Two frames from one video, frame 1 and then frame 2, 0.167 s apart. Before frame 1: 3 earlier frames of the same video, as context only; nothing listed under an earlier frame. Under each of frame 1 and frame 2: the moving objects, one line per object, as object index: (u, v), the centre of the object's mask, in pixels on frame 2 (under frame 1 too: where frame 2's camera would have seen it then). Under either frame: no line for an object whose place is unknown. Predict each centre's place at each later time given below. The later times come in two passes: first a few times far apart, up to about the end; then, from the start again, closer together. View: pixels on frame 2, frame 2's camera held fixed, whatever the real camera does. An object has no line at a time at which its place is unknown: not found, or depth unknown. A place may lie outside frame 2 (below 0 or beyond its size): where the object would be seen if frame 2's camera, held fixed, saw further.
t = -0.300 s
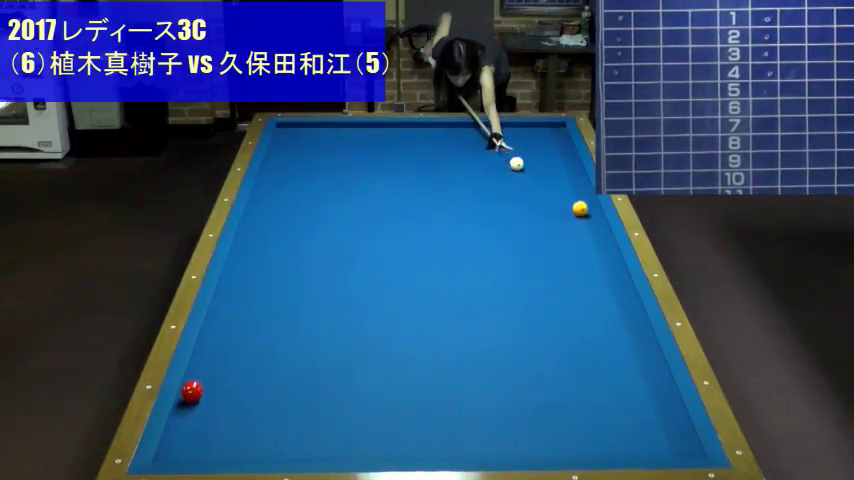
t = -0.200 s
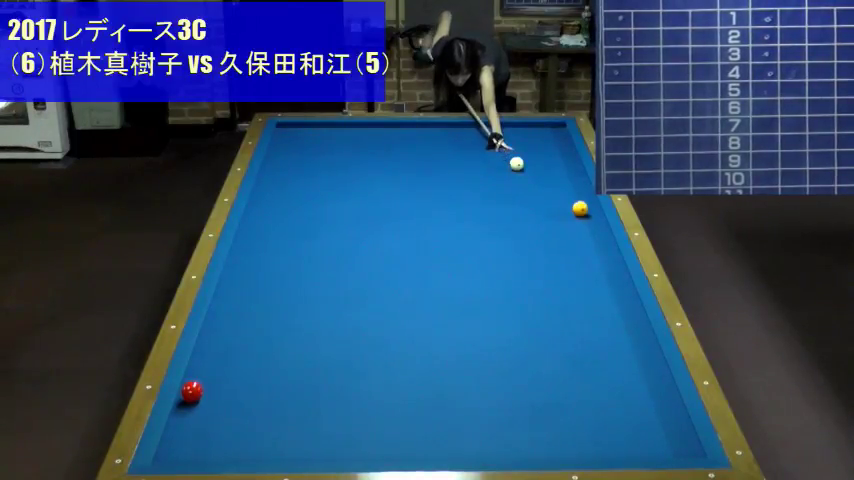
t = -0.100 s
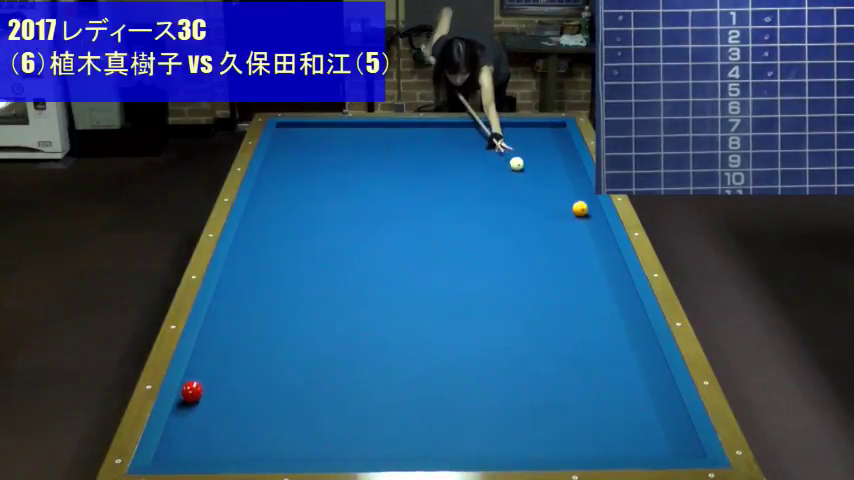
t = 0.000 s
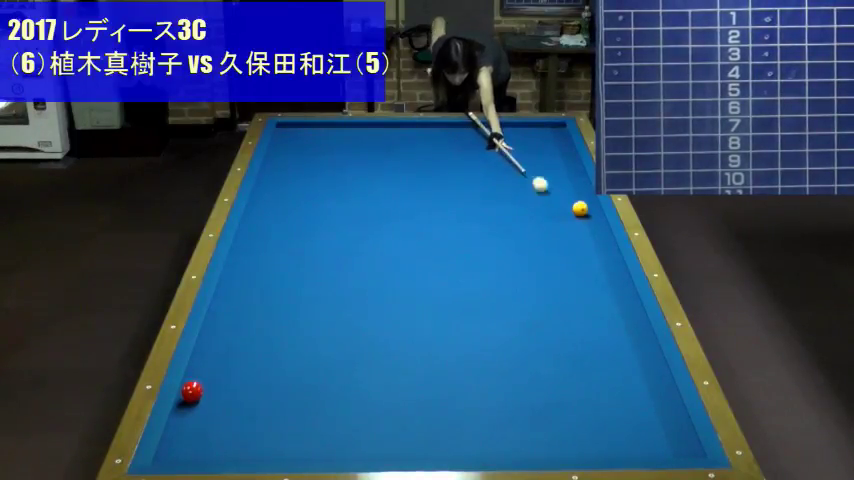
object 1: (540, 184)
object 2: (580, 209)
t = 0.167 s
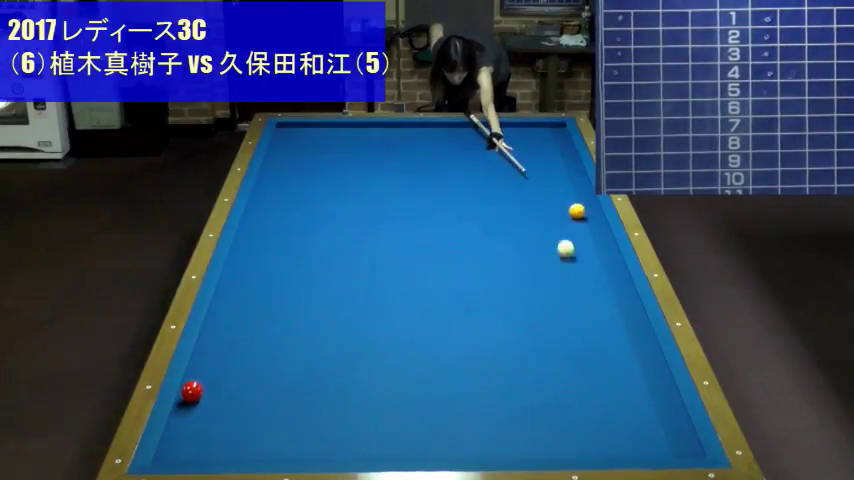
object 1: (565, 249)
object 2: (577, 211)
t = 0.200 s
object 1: (566, 263)
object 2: (568, 213)
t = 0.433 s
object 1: (568, 381)
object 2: (513, 218)
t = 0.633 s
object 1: (538, 417)
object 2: (468, 222)
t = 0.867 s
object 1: (466, 327)
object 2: (414, 227)
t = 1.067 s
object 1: (420, 275)
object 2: (368, 231)
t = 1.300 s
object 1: (378, 231)
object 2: (314, 236)
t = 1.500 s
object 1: (349, 199)
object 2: (267, 241)
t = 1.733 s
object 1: (318, 168)
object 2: (257, 244)
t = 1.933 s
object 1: (296, 144)
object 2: (282, 246)
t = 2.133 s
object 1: (286, 124)
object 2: (306, 247)
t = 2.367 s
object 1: (312, 140)
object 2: (333, 249)
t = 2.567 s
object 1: (331, 151)
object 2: (357, 251)
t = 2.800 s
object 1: (354, 163)
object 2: (384, 253)
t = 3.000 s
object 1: (375, 175)
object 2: (406, 254)
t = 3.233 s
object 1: (400, 189)
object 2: (432, 256)
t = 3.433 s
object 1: (423, 202)
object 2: (454, 258)
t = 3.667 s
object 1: (451, 218)
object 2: (479, 260)
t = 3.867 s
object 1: (476, 232)
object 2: (500, 261)
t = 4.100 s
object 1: (508, 249)
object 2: (524, 263)
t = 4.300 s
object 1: (527, 261)
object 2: (553, 268)
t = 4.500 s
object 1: (539, 270)
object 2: (587, 276)
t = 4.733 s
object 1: (553, 281)
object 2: (624, 285)
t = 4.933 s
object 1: (565, 289)
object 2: (606, 290)
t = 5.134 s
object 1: (575, 301)
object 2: (592, 295)
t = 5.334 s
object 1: (574, 314)
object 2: (591, 297)
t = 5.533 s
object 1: (574, 328)
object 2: (590, 299)
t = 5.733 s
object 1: (574, 341)
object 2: (588, 301)
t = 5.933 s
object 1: (574, 357)
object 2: (587, 302)
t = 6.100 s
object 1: (573, 368)
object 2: (586, 303)
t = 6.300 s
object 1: (573, 384)
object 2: (585, 303)
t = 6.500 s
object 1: (572, 398)
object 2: (584, 304)
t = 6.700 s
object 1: (571, 414)
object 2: (584, 305)
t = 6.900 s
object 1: (571, 431)
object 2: (584, 305)
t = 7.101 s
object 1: (570, 446)
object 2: (584, 305)
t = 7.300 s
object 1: (567, 450)
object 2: (584, 304)
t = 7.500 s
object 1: (562, 444)
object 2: (584, 304)
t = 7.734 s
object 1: (556, 435)
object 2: (584, 304)
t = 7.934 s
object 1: (553, 430)
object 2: (584, 304)
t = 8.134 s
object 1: (547, 422)
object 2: (584, 304)
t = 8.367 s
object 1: (543, 416)
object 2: (584, 304)
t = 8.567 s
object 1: (539, 410)
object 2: (584, 304)
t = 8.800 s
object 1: (535, 404)
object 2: (584, 305)
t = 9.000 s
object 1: (532, 399)
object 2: (584, 304)
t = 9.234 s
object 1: (529, 395)
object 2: (584, 305)
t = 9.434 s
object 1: (527, 391)
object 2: (584, 305)
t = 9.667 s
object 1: (524, 387)
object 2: (584, 305)
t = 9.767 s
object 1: (523, 386)
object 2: (584, 305)
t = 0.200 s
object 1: (566, 263)
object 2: (568, 213)
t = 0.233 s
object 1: (566, 278)
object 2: (560, 213)
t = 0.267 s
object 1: (566, 293)
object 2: (551, 214)
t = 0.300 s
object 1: (566, 309)
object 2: (544, 215)
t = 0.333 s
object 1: (567, 326)
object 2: (536, 216)
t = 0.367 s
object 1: (567, 344)
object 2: (529, 216)
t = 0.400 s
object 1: (568, 362)
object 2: (521, 217)
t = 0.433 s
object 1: (568, 381)
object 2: (513, 218)
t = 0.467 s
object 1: (569, 401)
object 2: (506, 218)
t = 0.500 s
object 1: (569, 422)
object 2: (498, 219)
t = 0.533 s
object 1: (570, 443)
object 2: (491, 219)
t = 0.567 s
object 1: (565, 449)
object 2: (483, 220)
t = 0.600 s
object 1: (552, 433)
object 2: (475, 221)
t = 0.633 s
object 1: (538, 417)
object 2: (468, 222)
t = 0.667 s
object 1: (526, 402)
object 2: (460, 222)
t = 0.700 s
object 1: (515, 388)
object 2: (453, 223)
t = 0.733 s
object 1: (504, 374)
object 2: (445, 224)
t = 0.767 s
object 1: (494, 361)
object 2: (437, 225)
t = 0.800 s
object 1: (484, 349)
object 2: (430, 225)
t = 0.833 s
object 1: (475, 337)
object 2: (422, 226)
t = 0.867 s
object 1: (466, 327)
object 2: (414, 227)
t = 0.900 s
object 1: (457, 317)
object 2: (407, 228)
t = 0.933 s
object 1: (449, 308)
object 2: (399, 228)
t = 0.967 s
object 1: (441, 299)
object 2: (391, 229)
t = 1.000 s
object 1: (434, 291)
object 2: (384, 230)
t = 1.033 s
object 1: (427, 283)
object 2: (376, 231)
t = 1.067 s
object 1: (420, 275)
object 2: (368, 231)
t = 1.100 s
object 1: (414, 269)
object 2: (360, 232)
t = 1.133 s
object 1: (407, 262)
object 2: (353, 233)
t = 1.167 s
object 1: (401, 256)
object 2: (345, 233)
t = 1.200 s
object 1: (395, 249)
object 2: (337, 234)
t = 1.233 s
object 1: (390, 243)
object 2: (329, 235)
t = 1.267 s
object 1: (384, 237)
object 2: (321, 236)
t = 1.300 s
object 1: (378, 231)
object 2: (314, 236)
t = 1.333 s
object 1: (373, 226)
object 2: (306, 237)
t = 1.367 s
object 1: (368, 220)
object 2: (298, 238)
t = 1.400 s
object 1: (363, 215)
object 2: (291, 238)
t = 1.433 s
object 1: (358, 209)
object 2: (283, 239)
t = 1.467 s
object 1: (353, 204)
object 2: (275, 240)
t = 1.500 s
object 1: (349, 199)
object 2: (267, 241)
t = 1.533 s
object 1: (344, 195)
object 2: (259, 241)
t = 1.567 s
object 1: (340, 190)
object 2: (252, 242)
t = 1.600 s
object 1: (335, 185)
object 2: (244, 243)
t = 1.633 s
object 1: (331, 181)
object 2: (241, 243)
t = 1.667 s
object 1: (327, 176)
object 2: (247, 244)
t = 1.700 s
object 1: (323, 172)
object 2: (252, 244)
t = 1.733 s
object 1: (318, 168)
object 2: (257, 244)
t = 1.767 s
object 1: (315, 164)
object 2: (262, 244)
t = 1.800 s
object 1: (311, 160)
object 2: (266, 245)
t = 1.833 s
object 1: (307, 155)
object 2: (270, 245)
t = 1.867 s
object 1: (303, 151)
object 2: (274, 245)
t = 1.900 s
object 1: (300, 148)
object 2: (278, 245)
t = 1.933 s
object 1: (296, 144)
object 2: (282, 246)
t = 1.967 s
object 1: (293, 140)
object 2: (286, 246)
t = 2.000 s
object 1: (290, 136)
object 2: (290, 246)
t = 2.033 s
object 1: (286, 133)
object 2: (294, 246)
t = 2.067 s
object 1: (283, 129)
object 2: (298, 247)
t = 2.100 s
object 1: (281, 126)
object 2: (302, 247)
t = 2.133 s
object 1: (286, 124)
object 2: (306, 247)
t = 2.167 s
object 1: (290, 127)
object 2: (310, 248)
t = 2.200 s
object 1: (294, 129)
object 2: (314, 248)
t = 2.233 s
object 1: (298, 132)
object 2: (318, 248)
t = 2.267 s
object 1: (301, 134)
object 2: (322, 248)
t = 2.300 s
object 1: (305, 136)
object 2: (326, 249)
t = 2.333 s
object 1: (309, 138)
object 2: (329, 249)
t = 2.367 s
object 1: (312, 140)
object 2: (333, 249)
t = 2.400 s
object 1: (315, 142)
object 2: (337, 249)
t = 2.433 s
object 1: (318, 144)
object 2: (341, 250)
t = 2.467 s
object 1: (322, 146)
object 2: (345, 250)
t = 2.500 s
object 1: (325, 147)
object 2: (349, 250)
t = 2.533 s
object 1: (328, 149)
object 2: (353, 251)
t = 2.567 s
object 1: (331, 151)
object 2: (357, 251)
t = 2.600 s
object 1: (334, 152)
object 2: (361, 251)
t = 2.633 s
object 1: (337, 154)
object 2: (365, 251)
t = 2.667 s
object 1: (341, 156)
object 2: (368, 252)
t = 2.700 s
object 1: (344, 158)
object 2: (372, 252)
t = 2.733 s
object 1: (347, 160)
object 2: (376, 252)
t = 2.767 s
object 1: (351, 162)
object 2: (380, 253)
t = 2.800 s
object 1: (354, 163)
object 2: (384, 253)
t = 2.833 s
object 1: (357, 165)
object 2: (387, 253)
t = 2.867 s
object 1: (361, 168)
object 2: (391, 253)
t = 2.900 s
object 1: (364, 169)
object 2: (395, 254)
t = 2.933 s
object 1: (368, 171)
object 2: (399, 254)
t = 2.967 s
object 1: (371, 173)
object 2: (403, 254)
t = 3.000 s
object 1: (375, 175)
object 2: (406, 254)
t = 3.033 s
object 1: (378, 177)
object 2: (410, 255)
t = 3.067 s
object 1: (382, 179)
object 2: (413, 255)
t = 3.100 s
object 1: (385, 181)
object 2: (417, 255)
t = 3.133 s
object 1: (389, 183)
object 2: (421, 256)
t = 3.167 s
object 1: (393, 185)
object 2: (425, 256)
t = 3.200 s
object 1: (396, 187)
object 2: (429, 256)
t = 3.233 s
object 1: (400, 189)
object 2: (432, 256)
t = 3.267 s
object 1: (404, 192)
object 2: (436, 257)
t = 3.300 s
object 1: (408, 194)
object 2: (440, 257)
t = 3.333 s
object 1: (411, 196)
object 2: (443, 257)
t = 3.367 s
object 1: (415, 198)
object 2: (447, 257)
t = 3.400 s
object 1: (419, 200)
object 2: (450, 258)
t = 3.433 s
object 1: (423, 202)
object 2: (454, 258)
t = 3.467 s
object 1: (427, 204)
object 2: (458, 258)
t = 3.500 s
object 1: (431, 207)
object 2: (462, 258)
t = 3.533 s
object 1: (435, 209)
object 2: (465, 259)
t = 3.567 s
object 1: (439, 211)
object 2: (468, 259)
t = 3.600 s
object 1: (443, 213)
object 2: (472, 259)
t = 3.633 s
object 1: (447, 216)
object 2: (476, 260)
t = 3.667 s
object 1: (451, 218)
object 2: (479, 260)
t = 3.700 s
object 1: (455, 220)
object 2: (483, 260)
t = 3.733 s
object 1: (459, 222)
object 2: (486, 260)
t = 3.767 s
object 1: (464, 225)
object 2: (490, 261)
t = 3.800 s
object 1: (468, 227)
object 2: (493, 261)
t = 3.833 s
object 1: (472, 230)
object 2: (497, 261)
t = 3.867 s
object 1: (476, 232)
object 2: (500, 261)
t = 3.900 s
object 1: (481, 235)
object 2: (504, 262)
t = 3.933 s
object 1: (485, 237)
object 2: (507, 262)
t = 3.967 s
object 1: (490, 240)
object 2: (511, 262)
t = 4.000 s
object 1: (494, 242)
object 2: (514, 262)
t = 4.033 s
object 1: (499, 245)
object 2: (518, 262)
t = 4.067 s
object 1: (503, 247)
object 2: (521, 263)
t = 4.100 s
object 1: (508, 249)
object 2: (524, 263)
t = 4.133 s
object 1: (512, 252)
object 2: (528, 263)
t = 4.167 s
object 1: (516, 254)
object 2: (531, 263)
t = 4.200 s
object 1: (521, 257)
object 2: (535, 264)
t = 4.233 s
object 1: (523, 258)
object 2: (541, 265)
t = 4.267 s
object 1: (525, 260)
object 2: (547, 267)
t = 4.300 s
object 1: (527, 261)
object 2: (553, 268)
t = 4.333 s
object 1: (529, 263)
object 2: (559, 269)
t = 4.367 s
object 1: (531, 264)
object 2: (564, 271)
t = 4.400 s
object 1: (533, 266)
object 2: (570, 272)
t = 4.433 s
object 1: (535, 267)
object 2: (576, 273)
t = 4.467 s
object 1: (537, 269)
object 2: (581, 274)
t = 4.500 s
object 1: (539, 270)
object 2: (587, 276)
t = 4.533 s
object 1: (541, 271)
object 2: (593, 277)
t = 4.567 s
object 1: (543, 273)
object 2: (598, 278)
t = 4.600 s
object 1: (545, 274)
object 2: (604, 280)
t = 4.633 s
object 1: (547, 276)
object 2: (610, 281)
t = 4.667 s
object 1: (549, 277)
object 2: (616, 283)
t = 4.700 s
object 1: (551, 279)
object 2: (622, 284)
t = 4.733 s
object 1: (553, 281)
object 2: (624, 285)
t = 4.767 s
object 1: (555, 282)
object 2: (620, 286)
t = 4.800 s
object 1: (558, 284)
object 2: (617, 287)
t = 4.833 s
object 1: (559, 285)
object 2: (614, 288)
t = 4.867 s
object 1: (561, 286)
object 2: (611, 289)
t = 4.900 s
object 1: (563, 288)
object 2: (609, 290)
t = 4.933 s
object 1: (565, 289)
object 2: (606, 290)
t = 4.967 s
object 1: (567, 291)
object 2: (603, 291)
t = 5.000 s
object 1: (570, 292)
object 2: (601, 292)
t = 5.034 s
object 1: (572, 294)
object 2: (598, 293)
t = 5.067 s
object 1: (575, 297)
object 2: (593, 295)
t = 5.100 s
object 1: (575, 299)
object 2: (593, 295)
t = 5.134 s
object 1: (575, 301)
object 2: (592, 295)
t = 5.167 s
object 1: (575, 303)
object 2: (592, 296)
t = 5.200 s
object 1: (575, 305)
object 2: (592, 296)
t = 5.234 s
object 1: (575, 308)
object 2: (592, 296)
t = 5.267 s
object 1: (575, 310)
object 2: (592, 297)
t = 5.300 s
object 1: (575, 311)
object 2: (591, 297)
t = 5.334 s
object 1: (574, 314)
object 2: (591, 297)
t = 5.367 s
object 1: (575, 316)
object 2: (591, 298)
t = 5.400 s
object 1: (574, 318)
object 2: (591, 298)
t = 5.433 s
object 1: (574, 322)
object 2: (590, 298)
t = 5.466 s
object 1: (574, 324)
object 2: (590, 299)
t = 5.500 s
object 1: (574, 326)
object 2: (590, 299)
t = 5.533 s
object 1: (574, 328)
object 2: (590, 299)
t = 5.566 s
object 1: (574, 331)
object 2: (589, 300)
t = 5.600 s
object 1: (574, 332)
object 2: (589, 300)
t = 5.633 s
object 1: (574, 335)
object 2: (589, 300)
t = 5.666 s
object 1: (574, 337)
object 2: (589, 300)
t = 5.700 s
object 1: (574, 339)
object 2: (589, 300)
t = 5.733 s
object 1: (574, 341)
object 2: (588, 301)
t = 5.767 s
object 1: (574, 343)
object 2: (588, 301)
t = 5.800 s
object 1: (574, 348)
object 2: (588, 301)
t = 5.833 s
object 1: (574, 350)
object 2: (588, 302)
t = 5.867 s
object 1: (574, 352)
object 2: (587, 302)
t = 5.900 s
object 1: (574, 354)
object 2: (587, 302)
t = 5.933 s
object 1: (574, 357)
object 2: (587, 302)
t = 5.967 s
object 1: (573, 359)
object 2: (587, 302)
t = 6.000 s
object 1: (573, 361)
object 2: (587, 302)
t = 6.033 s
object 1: (573, 364)
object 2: (586, 302)
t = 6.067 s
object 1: (573, 366)
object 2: (586, 302)
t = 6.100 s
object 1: (573, 368)
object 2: (586, 303)
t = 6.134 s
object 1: (573, 373)
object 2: (586, 303)
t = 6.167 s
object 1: (573, 375)
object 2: (586, 303)
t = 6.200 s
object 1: (573, 377)
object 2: (586, 303)
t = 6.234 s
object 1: (573, 379)
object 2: (586, 303)
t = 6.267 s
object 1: (573, 382)
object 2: (585, 303)
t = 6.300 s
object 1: (573, 384)
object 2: (585, 303)
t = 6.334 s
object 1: (573, 386)
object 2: (585, 304)
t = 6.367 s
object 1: (572, 388)
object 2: (585, 304)
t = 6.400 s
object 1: (572, 391)
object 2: (585, 304)
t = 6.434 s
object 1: (572, 393)
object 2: (585, 304)
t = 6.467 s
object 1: (572, 396)
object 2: (585, 304)
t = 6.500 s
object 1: (572, 398)
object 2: (584, 304)
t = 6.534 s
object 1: (572, 402)
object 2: (584, 304)
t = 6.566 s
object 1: (572, 405)
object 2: (584, 304)
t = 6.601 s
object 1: (572, 407)
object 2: (584, 304)
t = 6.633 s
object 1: (572, 409)
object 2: (584, 304)
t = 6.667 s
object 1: (571, 412)
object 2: (584, 304)
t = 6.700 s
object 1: (571, 414)
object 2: (584, 305)
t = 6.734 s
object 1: (571, 417)
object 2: (584, 305)
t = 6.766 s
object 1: (571, 419)
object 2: (584, 305)
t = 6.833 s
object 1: (571, 424)
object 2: (584, 305)
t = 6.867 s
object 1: (571, 429)
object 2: (584, 305)
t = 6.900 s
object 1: (571, 431)
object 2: (584, 305)
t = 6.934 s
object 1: (571, 434)
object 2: (584, 305)
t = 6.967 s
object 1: (571, 436)
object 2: (584, 305)
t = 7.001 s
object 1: (570, 439)
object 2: (584, 305)
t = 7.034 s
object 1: (570, 441)
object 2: (584, 305)
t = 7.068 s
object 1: (570, 444)
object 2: (584, 305)
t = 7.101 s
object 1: (570, 446)
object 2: (584, 305)
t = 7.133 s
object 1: (570, 447)
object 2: (584, 305)
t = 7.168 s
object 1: (570, 449)
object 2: (584, 304)
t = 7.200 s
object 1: (570, 451)
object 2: (584, 304)
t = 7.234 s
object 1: (570, 453)
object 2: (584, 304)
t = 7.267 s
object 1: (568, 451)
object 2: (584, 304)
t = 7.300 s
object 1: (567, 450)
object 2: (584, 304)
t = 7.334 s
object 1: (566, 449)
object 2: (584, 304)
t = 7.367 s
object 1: (565, 448)
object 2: (584, 304)
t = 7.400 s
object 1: (565, 447)
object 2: (584, 304)
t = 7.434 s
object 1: (564, 446)
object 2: (584, 304)
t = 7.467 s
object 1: (563, 445)
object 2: (584, 304)
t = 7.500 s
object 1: (562, 444)
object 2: (584, 304)
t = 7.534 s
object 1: (561, 443)
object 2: (584, 304)
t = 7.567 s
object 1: (561, 443)
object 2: (584, 304)
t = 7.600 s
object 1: (560, 441)
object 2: (584, 304)
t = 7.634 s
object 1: (559, 439)
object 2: (584, 304)
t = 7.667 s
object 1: (558, 438)
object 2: (584, 304)
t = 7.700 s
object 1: (557, 436)
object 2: (584, 304)
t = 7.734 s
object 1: (556, 435)
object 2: (584, 304)
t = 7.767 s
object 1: (555, 434)
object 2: (584, 304)
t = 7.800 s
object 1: (555, 433)
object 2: (584, 304)
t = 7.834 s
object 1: (554, 432)
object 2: (584, 304)
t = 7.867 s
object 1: (553, 431)
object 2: (584, 304)
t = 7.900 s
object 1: (553, 430)
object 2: (584, 305)
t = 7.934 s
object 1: (553, 430)
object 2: (584, 304)
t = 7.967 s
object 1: (552, 429)
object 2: (584, 305)
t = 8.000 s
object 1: (551, 427)
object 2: (584, 305)
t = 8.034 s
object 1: (549, 425)
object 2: (584, 305)
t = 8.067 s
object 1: (548, 424)
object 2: (584, 304)
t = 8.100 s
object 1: (548, 423)
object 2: (584, 304)
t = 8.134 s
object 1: (547, 422)
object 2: (584, 304)
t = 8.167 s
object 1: (546, 421)
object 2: (584, 304)
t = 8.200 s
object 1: (546, 420)
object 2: (584, 304)
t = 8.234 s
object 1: (545, 419)
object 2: (584, 304)
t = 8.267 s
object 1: (545, 418)
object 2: (584, 305)
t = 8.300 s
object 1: (544, 417)
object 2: (584, 305)
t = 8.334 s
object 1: (544, 417)
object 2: (584, 305)
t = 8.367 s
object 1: (543, 416)
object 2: (584, 304)
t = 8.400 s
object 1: (543, 415)
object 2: (584, 304)
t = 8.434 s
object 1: (542, 414)
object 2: (584, 305)
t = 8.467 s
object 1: (541, 413)
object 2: (584, 304)
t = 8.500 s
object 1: (540, 412)
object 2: (584, 304)
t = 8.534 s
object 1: (540, 411)
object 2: (584, 304)
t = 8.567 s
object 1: (539, 410)
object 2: (584, 304)
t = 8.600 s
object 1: (539, 409)
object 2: (584, 304)
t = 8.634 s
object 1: (538, 408)
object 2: (584, 304)
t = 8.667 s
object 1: (537, 407)
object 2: (584, 304)
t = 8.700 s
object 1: (537, 407)
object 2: (584, 304)
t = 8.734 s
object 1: (537, 407)
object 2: (584, 304)
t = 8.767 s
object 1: (536, 405)
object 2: (584, 304)
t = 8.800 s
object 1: (535, 404)
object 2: (584, 305)
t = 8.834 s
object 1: (535, 404)
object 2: (584, 304)
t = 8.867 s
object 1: (534, 403)
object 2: (584, 304)
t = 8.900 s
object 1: (534, 402)
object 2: (584, 304)
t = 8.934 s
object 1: (533, 401)
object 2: (584, 304)
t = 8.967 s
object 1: (532, 400)
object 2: (584, 304)
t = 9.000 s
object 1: (532, 399)
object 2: (584, 304)
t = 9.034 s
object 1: (531, 399)
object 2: (584, 305)
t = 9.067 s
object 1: (531, 398)
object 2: (584, 305)
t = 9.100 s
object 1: (531, 398)
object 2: (584, 305)
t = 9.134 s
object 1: (531, 397)
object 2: (584, 305)
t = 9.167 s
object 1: (530, 397)
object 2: (584, 305)
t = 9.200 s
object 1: (530, 396)
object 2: (584, 305)
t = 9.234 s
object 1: (529, 395)
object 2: (584, 305)
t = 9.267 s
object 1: (529, 394)
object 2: (584, 305)
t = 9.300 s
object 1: (528, 393)
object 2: (584, 305)
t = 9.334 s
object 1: (528, 393)
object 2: (584, 305)
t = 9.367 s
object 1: (528, 392)
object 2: (584, 305)
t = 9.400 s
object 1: (527, 392)
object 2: (584, 305)
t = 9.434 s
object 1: (527, 391)
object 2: (584, 305)
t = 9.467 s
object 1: (526, 390)
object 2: (584, 305)
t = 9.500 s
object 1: (526, 390)
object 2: (584, 304)
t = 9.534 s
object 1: (526, 390)
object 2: (584, 305)
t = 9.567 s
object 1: (525, 389)
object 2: (584, 305)
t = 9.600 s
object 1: (525, 389)
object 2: (584, 304)
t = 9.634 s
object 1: (525, 388)
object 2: (584, 305)
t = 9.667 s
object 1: (524, 387)
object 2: (584, 305)
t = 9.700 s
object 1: (524, 387)
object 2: (584, 305)
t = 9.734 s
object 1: (524, 386)
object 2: (584, 305)
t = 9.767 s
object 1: (523, 386)
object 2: (584, 305)
